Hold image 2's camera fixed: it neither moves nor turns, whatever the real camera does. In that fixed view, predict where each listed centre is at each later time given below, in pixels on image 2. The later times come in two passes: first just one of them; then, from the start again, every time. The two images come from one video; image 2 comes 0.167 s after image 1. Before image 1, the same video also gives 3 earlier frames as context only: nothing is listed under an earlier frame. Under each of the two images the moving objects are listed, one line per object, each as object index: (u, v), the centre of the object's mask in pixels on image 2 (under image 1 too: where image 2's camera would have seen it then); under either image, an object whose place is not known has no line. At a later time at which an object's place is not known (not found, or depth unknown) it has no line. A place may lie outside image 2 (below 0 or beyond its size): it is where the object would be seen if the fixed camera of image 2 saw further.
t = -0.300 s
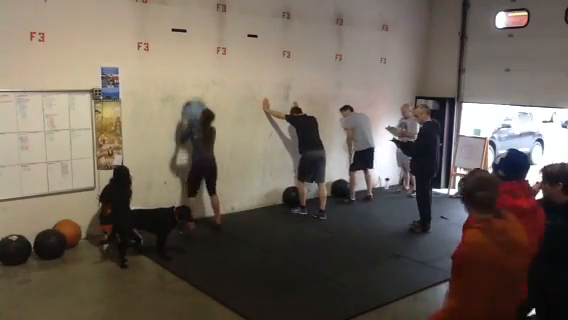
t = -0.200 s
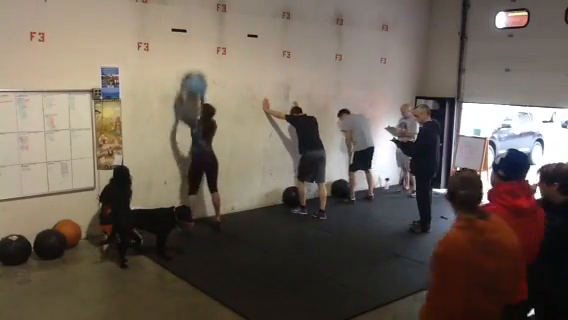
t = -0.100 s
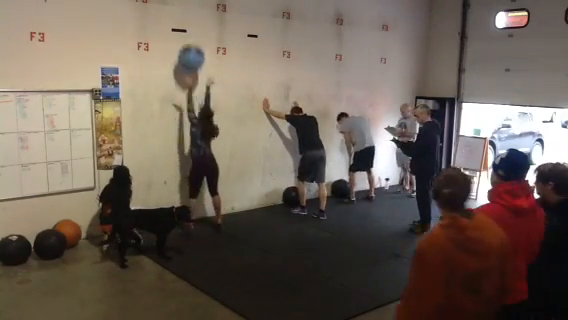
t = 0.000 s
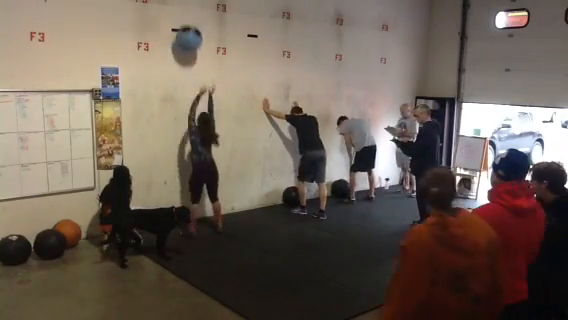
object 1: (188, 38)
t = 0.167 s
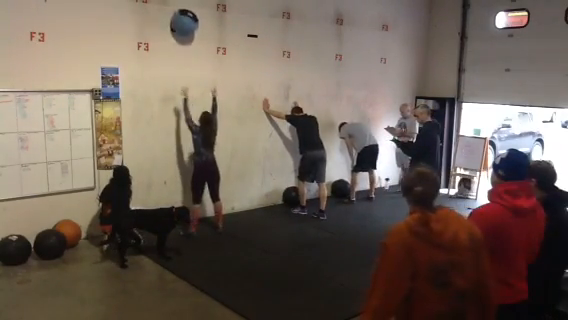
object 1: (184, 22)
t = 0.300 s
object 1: (185, 24)
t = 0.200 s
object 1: (184, 22)
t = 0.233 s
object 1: (184, 22)
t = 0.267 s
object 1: (185, 23)
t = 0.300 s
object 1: (185, 24)
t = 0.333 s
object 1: (186, 27)
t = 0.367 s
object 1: (186, 30)
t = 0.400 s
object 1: (187, 34)
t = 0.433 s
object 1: (188, 39)
